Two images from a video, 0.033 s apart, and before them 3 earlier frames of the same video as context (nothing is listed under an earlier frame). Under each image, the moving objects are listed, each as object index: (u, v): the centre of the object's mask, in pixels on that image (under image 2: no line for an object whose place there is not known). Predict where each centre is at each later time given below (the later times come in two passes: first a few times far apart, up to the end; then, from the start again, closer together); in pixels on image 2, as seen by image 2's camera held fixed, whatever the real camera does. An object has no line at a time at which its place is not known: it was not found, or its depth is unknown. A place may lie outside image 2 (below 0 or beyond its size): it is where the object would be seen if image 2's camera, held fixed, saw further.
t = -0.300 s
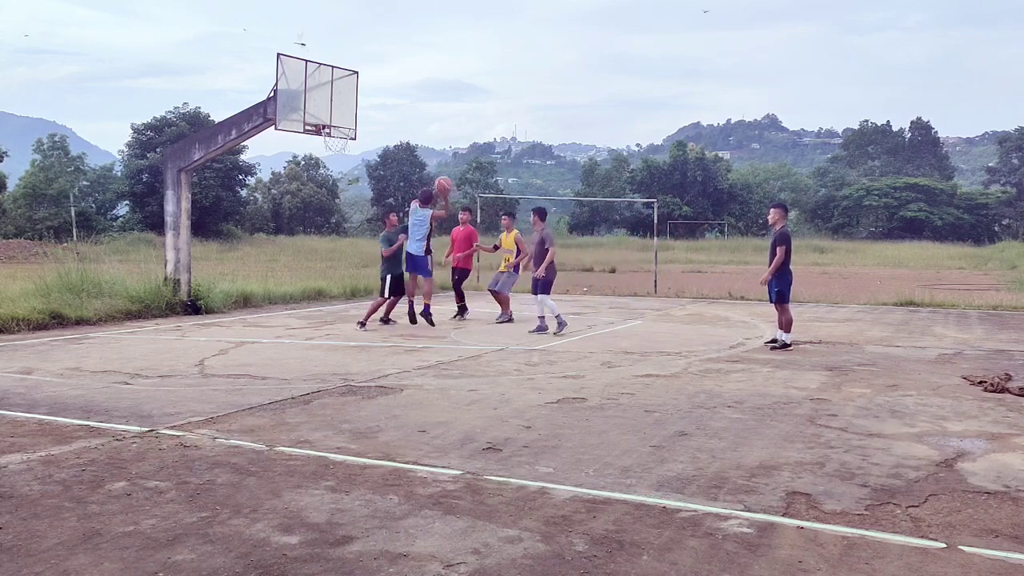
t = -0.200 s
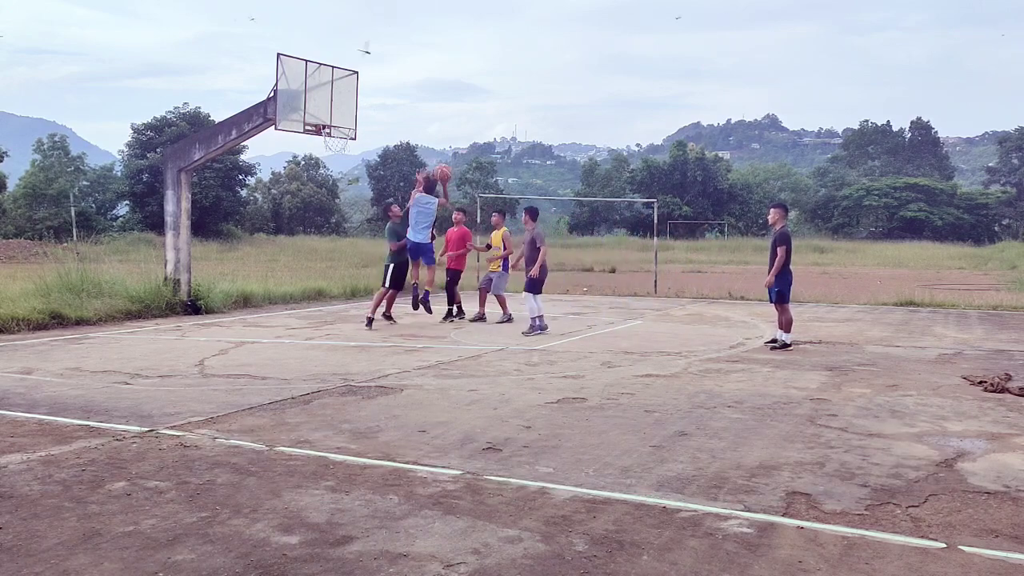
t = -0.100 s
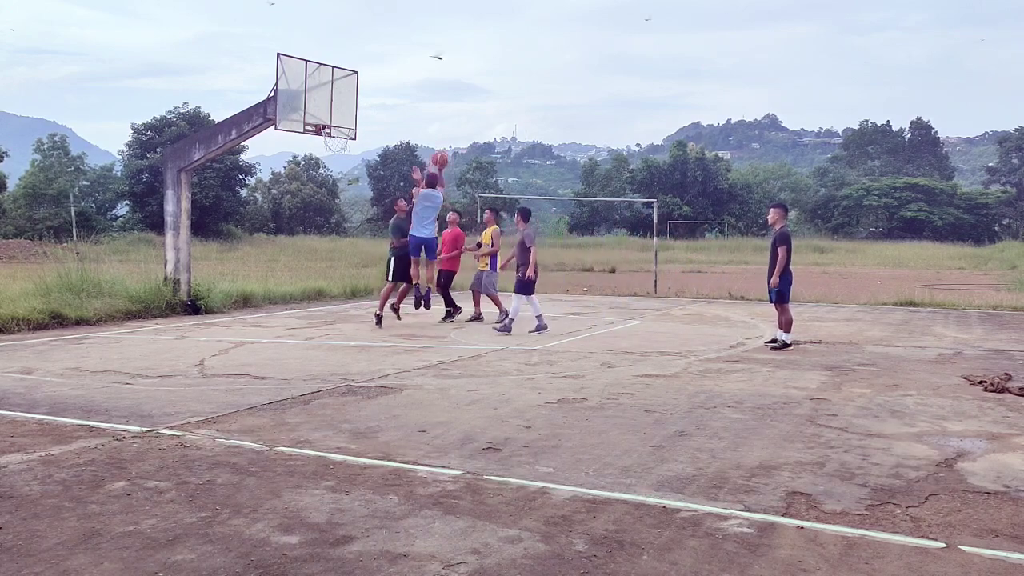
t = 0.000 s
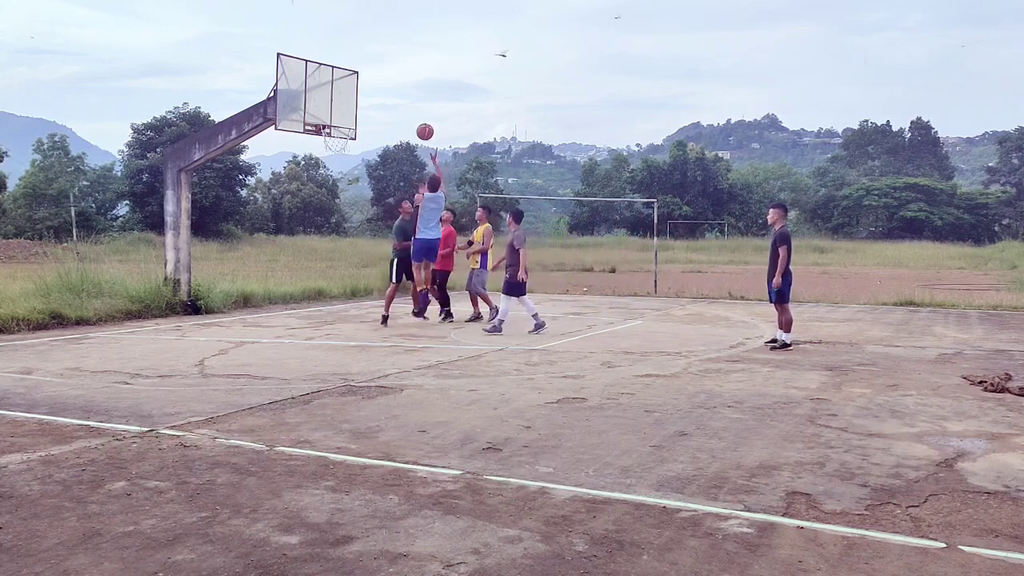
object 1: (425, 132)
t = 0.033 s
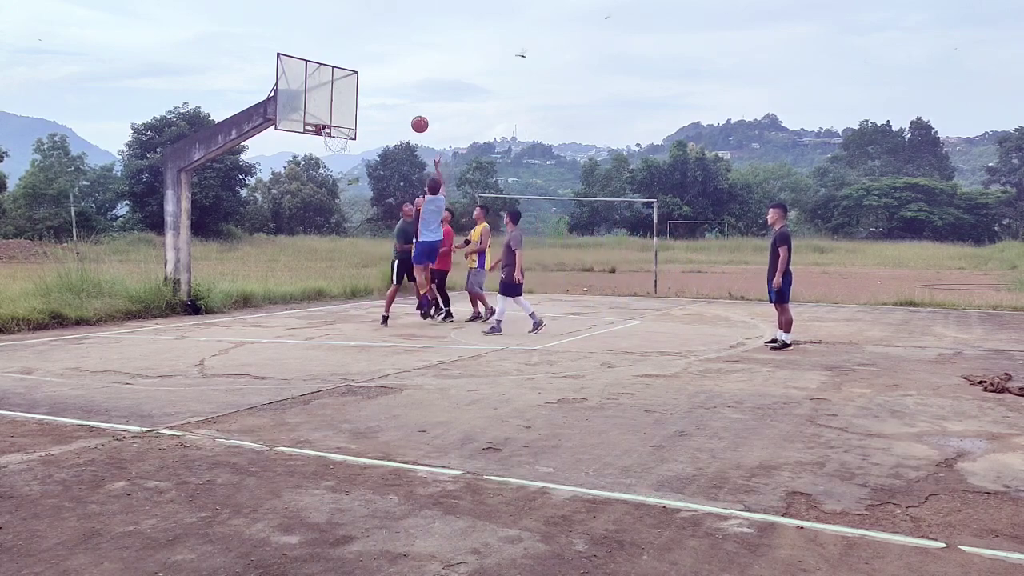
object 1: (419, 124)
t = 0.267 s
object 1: (384, 95)
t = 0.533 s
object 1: (346, 108)
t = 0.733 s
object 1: (335, 145)
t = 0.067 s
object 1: (414, 117)
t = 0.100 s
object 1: (409, 112)
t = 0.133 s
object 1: (404, 107)
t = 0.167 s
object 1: (399, 102)
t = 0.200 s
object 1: (394, 99)
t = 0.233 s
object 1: (389, 97)
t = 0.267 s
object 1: (384, 95)
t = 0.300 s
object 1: (379, 94)
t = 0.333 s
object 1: (374, 93)
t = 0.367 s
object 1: (370, 94)
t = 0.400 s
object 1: (365, 95)
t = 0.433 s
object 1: (360, 97)
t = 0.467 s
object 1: (355, 100)
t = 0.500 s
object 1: (351, 104)
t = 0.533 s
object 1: (346, 108)
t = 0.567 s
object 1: (342, 113)
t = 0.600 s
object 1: (337, 119)
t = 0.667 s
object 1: (332, 131)
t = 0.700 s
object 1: (333, 137)
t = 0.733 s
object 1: (335, 145)
